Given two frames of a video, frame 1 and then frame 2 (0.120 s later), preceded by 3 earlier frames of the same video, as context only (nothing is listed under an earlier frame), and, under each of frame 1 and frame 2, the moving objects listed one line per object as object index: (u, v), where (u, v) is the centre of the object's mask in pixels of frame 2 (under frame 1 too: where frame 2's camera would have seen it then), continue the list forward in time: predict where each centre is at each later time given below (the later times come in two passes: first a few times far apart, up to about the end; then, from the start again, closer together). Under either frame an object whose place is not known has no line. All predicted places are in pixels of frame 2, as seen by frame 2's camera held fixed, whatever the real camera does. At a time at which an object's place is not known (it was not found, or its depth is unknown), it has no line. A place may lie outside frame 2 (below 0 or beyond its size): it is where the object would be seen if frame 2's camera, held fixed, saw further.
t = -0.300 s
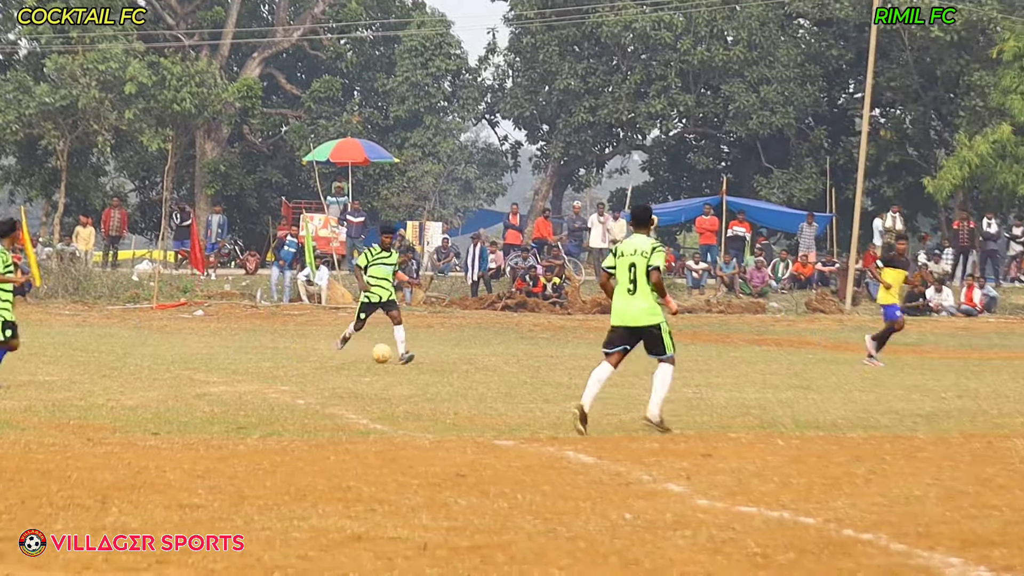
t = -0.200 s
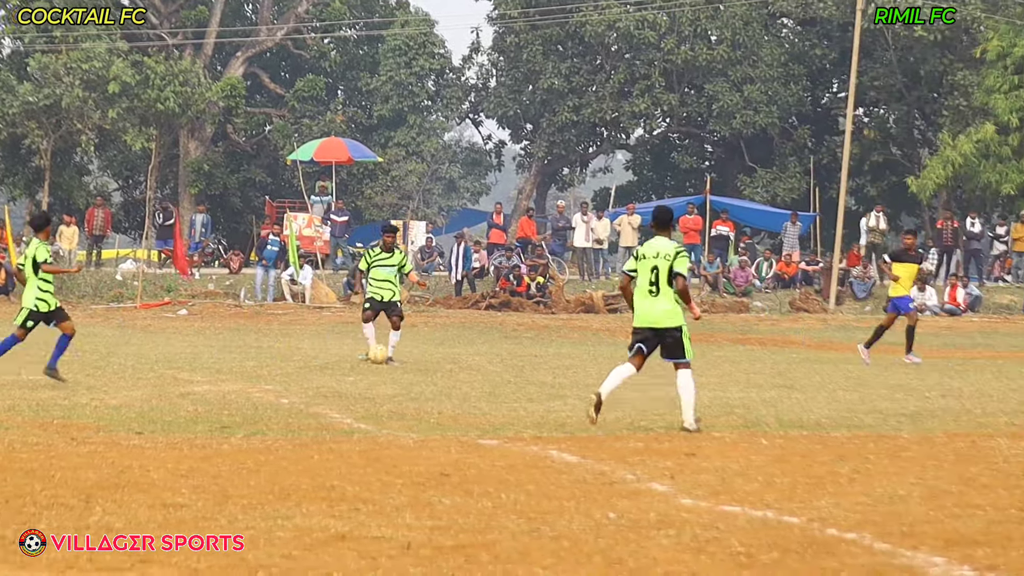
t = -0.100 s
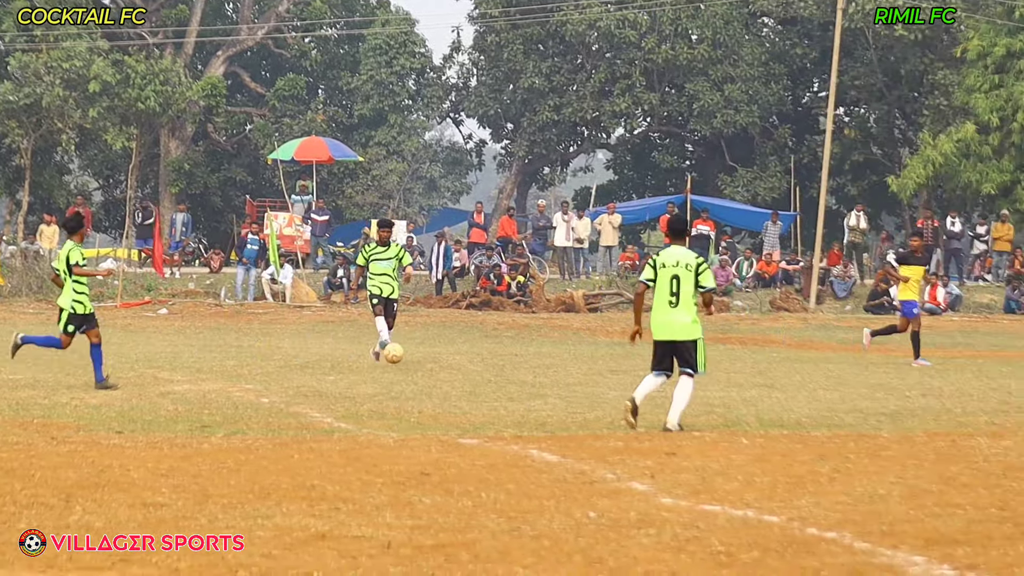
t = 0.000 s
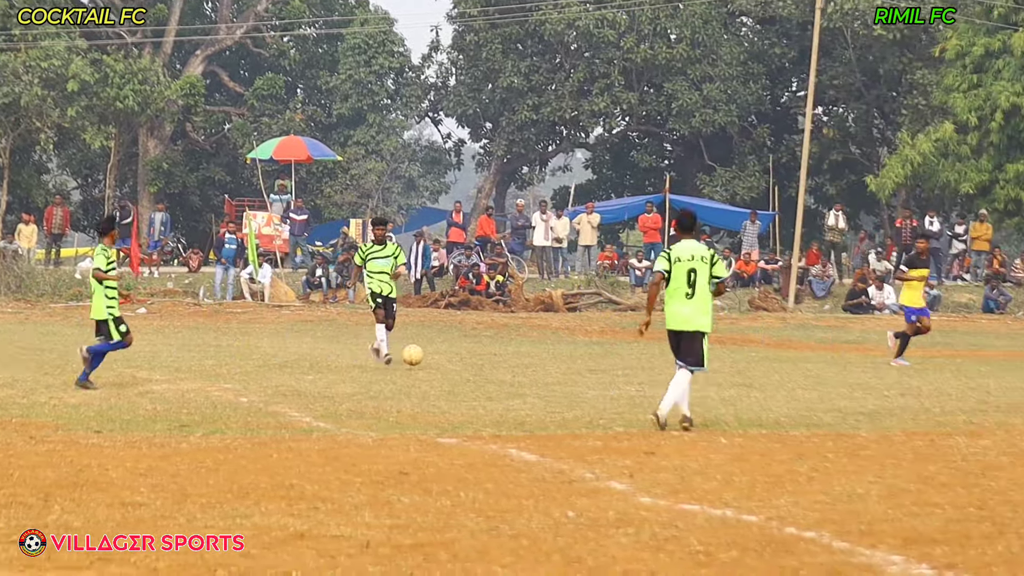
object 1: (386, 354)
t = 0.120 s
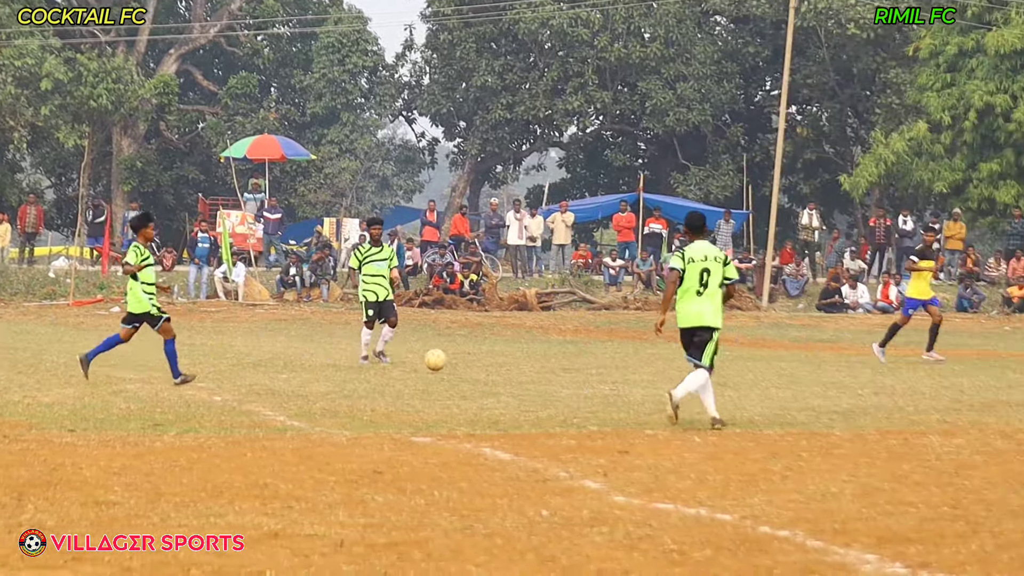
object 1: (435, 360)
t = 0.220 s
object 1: (476, 364)
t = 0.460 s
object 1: (565, 371)
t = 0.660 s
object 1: (635, 383)
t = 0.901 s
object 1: (723, 392)
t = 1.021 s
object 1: (769, 395)
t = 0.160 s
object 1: (451, 360)
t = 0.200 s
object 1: (468, 363)
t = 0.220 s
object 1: (476, 364)
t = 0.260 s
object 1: (490, 362)
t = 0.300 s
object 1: (506, 362)
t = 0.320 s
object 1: (513, 362)
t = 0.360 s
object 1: (528, 365)
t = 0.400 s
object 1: (543, 369)
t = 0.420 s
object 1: (551, 373)
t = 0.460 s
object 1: (565, 371)
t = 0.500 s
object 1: (579, 370)
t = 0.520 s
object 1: (586, 370)
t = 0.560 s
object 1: (600, 371)
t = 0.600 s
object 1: (614, 376)
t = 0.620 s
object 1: (621, 379)
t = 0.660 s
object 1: (635, 383)
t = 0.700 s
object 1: (649, 381)
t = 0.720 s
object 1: (657, 380)
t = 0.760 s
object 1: (672, 382)
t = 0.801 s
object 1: (686, 384)
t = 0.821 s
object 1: (693, 387)
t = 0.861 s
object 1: (707, 390)
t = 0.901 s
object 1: (723, 392)
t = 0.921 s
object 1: (730, 392)
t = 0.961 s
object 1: (746, 391)
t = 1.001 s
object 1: (761, 394)
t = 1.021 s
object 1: (769, 395)
